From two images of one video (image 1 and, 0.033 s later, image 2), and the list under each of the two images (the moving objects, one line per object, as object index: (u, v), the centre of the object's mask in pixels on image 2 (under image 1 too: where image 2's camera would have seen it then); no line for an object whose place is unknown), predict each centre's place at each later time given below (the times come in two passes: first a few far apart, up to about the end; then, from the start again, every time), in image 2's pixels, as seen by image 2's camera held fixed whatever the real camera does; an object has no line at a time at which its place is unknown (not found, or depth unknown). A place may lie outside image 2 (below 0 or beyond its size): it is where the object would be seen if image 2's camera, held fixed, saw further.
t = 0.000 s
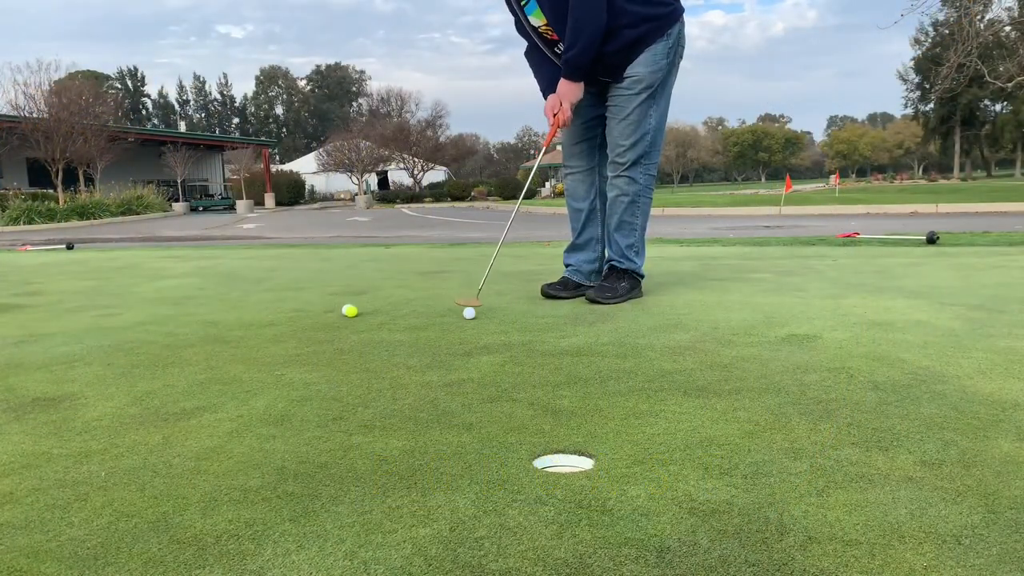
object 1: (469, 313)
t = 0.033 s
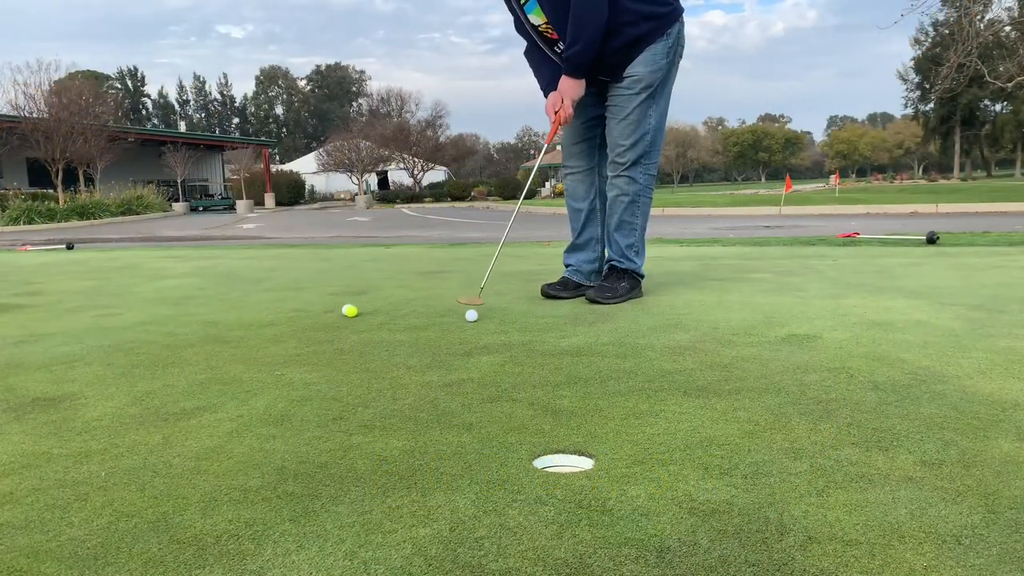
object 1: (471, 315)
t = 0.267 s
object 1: (488, 332)
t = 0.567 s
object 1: (513, 358)
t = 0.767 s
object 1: (531, 378)
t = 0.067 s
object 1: (473, 318)
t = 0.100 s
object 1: (476, 320)
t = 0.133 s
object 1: (478, 322)
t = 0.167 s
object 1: (481, 325)
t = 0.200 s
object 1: (483, 327)
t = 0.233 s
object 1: (486, 330)
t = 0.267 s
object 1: (488, 332)
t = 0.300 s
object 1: (491, 334)
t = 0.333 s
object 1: (494, 338)
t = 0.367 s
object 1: (496, 340)
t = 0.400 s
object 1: (499, 343)
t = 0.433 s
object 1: (502, 346)
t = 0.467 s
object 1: (504, 348)
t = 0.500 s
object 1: (507, 351)
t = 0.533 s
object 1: (510, 355)
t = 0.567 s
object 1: (513, 358)
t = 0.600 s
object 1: (515, 361)
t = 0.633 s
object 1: (519, 364)
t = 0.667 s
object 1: (521, 367)
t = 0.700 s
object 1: (524, 371)
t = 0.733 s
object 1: (527, 374)
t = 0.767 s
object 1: (531, 378)
